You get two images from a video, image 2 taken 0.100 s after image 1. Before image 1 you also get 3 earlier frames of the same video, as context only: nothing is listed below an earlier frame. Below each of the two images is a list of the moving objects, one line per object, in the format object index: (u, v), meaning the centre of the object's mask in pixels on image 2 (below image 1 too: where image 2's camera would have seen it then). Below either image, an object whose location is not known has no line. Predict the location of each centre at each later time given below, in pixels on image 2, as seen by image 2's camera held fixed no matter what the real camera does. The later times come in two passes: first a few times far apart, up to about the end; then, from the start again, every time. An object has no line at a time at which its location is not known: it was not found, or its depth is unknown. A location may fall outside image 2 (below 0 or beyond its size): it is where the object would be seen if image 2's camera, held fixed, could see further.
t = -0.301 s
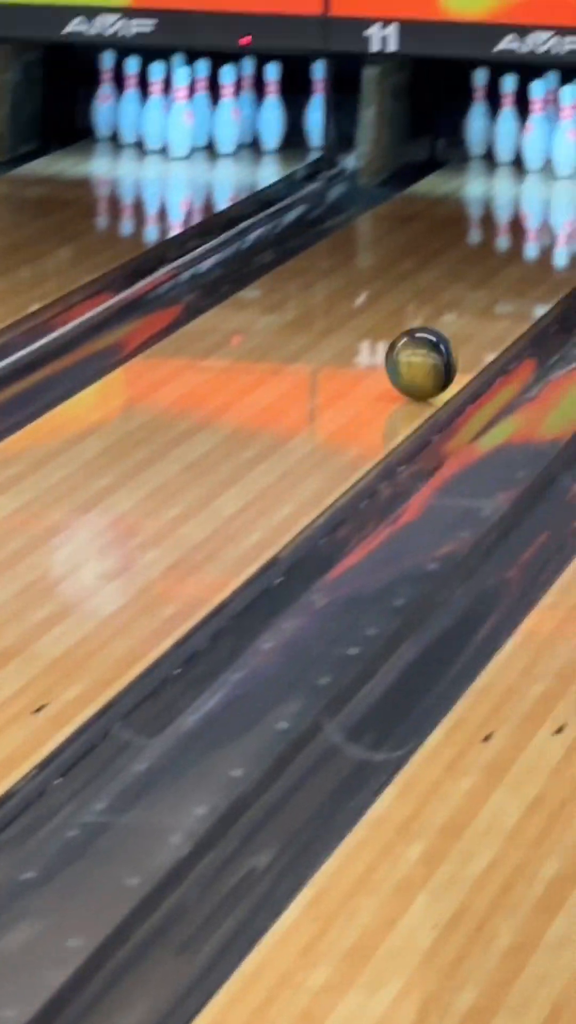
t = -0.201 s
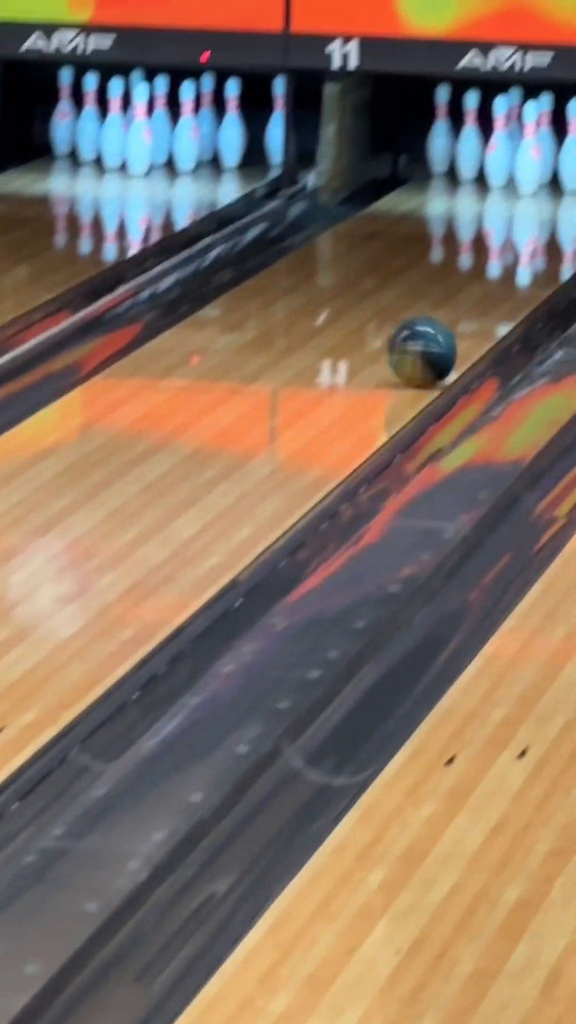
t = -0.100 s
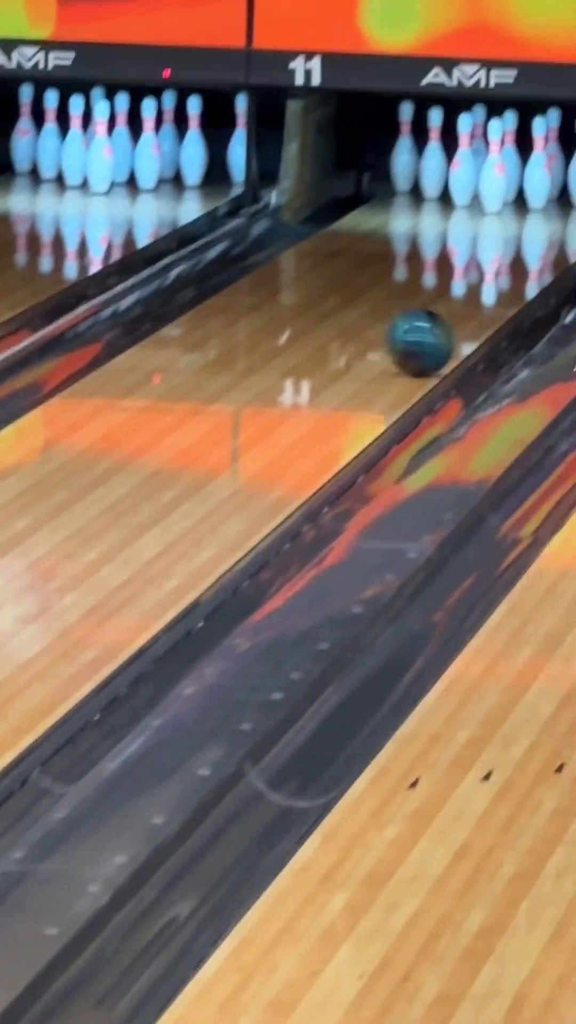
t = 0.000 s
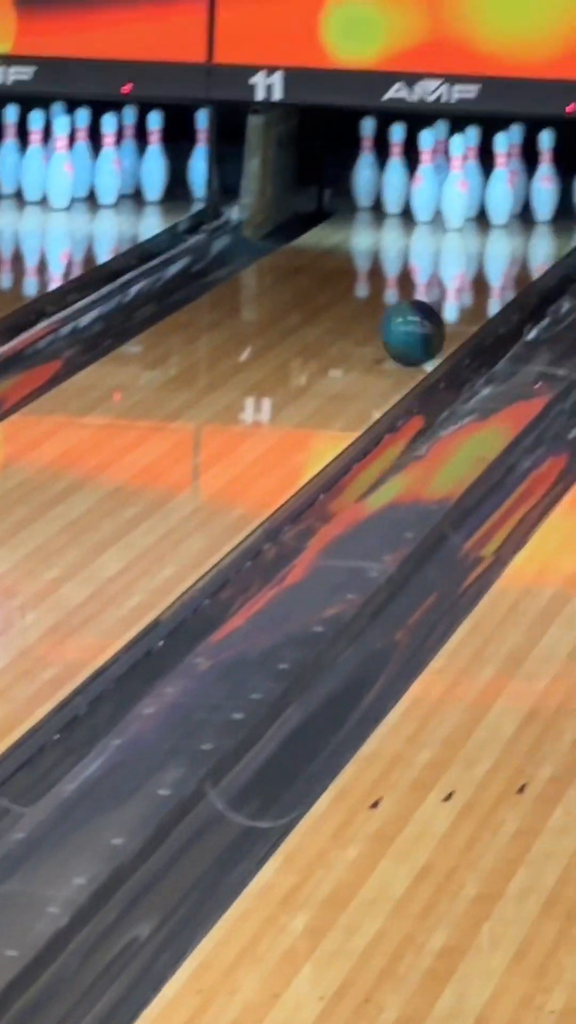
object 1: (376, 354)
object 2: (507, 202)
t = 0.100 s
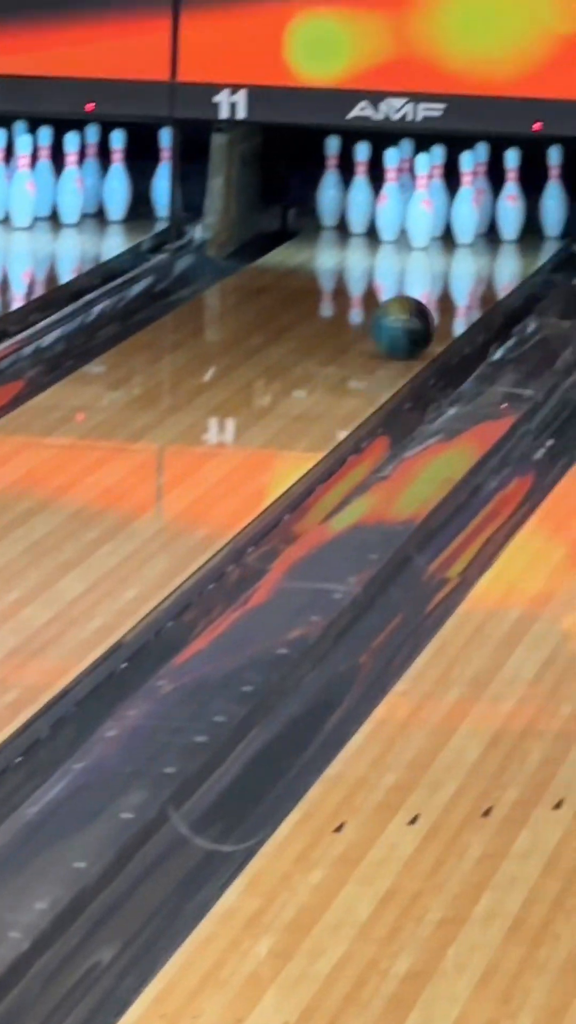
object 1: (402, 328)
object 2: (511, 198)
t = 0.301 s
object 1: (437, 283)
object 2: (513, 195)
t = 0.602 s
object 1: (452, 229)
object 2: (514, 194)
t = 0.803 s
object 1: (482, 205)
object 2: (549, 195)
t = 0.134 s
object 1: (409, 320)
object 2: (511, 198)
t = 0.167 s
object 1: (416, 313)
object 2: (512, 197)
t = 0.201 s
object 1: (421, 306)
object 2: (512, 197)
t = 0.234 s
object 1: (429, 298)
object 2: (512, 196)
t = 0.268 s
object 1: (433, 290)
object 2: (513, 196)
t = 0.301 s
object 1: (437, 283)
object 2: (513, 195)
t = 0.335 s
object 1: (440, 276)
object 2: (513, 194)
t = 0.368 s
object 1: (443, 270)
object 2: (514, 194)
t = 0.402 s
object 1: (445, 263)
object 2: (514, 194)
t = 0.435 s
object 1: (447, 257)
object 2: (514, 194)
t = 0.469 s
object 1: (448, 251)
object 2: (514, 194)
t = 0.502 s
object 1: (449, 246)
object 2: (514, 194)
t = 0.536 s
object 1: (450, 240)
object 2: (514, 194)
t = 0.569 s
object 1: (451, 234)
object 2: (514, 194)
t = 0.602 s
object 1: (452, 229)
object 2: (514, 194)
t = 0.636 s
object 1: (452, 223)
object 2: (514, 194)
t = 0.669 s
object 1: (459, 219)
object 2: (514, 194)
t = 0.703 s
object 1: (466, 215)
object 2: (514, 194)
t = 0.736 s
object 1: (472, 211)
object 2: (514, 194)
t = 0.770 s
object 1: (477, 209)
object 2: (526, 193)
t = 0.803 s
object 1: (482, 205)
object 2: (549, 195)
